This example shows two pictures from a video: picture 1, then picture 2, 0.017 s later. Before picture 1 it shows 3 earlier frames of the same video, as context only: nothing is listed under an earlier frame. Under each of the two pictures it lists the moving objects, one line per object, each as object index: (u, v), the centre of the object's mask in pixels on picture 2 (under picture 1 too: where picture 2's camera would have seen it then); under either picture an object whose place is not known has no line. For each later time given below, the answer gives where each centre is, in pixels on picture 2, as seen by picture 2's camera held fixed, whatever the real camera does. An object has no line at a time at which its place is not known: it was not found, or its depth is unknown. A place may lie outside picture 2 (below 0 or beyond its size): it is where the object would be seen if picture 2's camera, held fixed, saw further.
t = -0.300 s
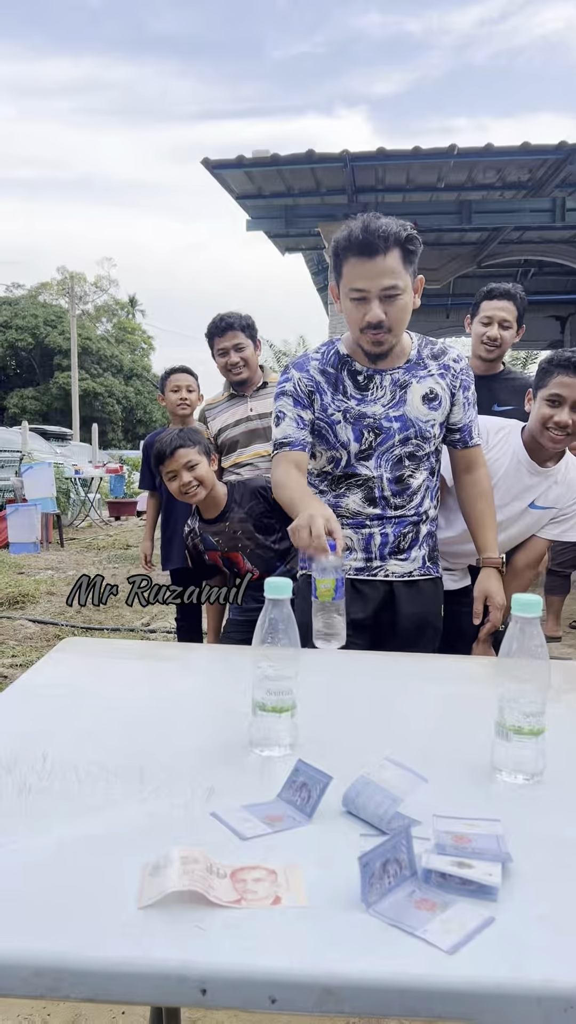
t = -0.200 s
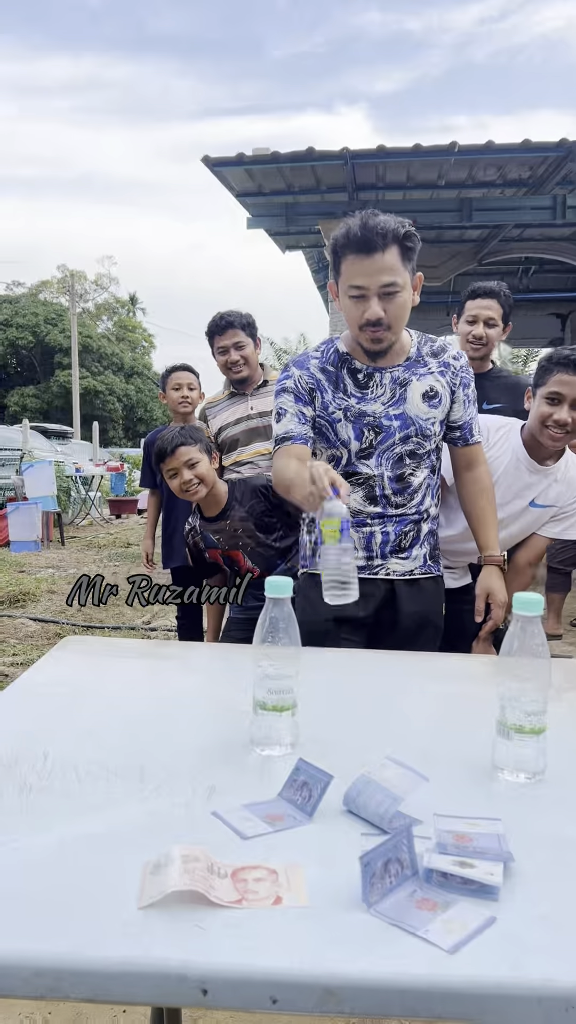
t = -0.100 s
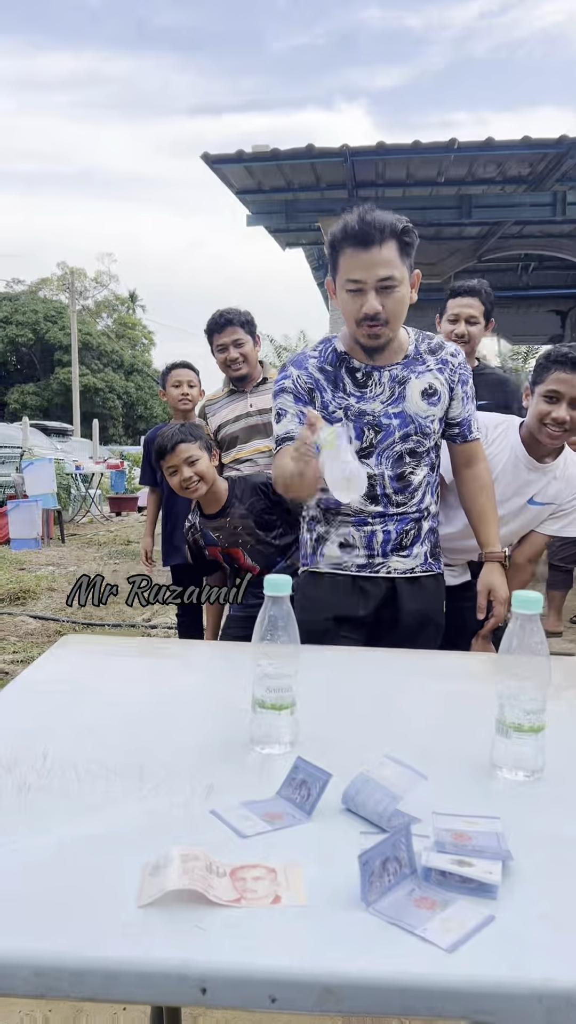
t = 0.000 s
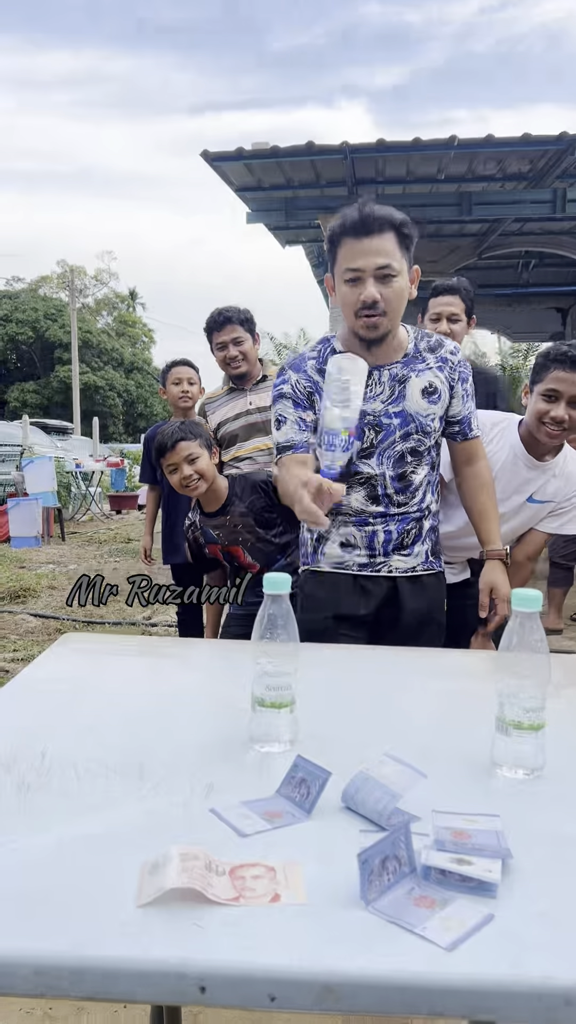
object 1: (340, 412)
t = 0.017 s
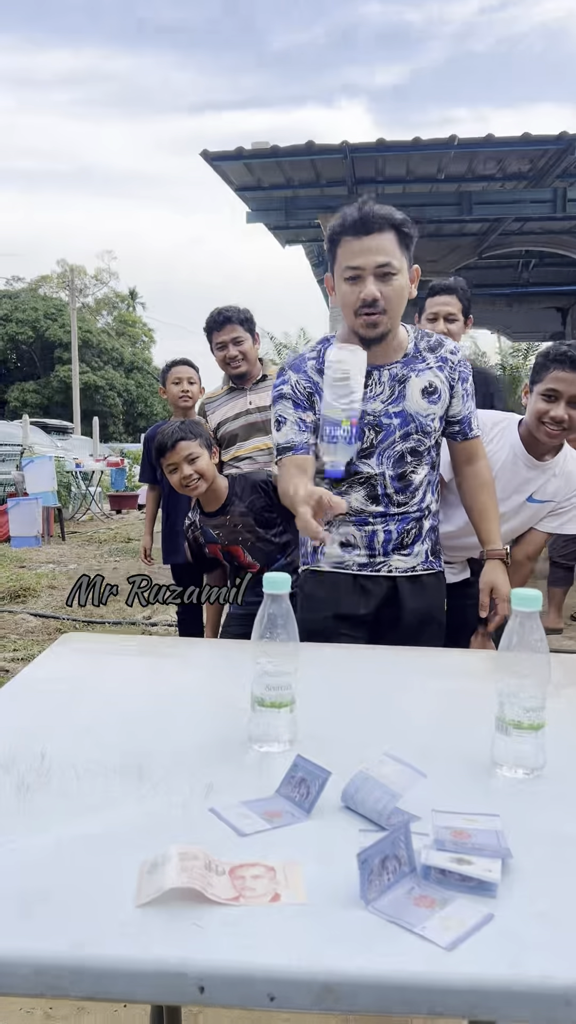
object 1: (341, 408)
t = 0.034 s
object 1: (342, 400)
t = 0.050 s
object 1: (344, 394)
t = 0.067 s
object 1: (345, 387)
